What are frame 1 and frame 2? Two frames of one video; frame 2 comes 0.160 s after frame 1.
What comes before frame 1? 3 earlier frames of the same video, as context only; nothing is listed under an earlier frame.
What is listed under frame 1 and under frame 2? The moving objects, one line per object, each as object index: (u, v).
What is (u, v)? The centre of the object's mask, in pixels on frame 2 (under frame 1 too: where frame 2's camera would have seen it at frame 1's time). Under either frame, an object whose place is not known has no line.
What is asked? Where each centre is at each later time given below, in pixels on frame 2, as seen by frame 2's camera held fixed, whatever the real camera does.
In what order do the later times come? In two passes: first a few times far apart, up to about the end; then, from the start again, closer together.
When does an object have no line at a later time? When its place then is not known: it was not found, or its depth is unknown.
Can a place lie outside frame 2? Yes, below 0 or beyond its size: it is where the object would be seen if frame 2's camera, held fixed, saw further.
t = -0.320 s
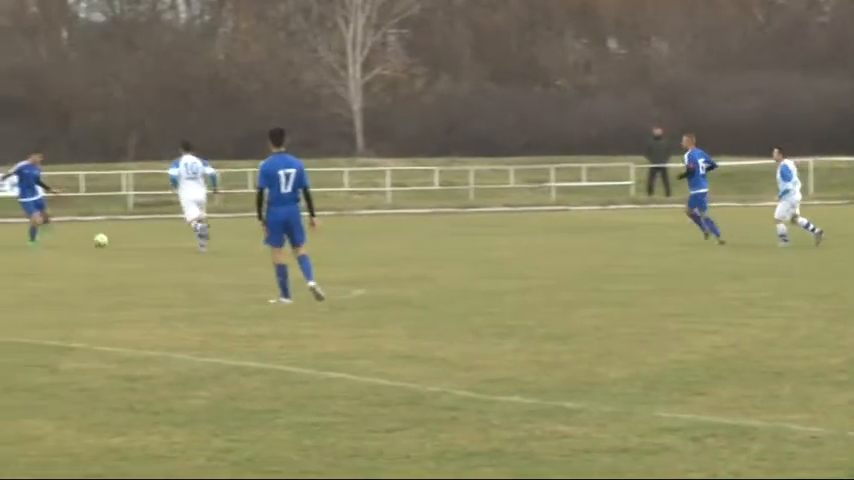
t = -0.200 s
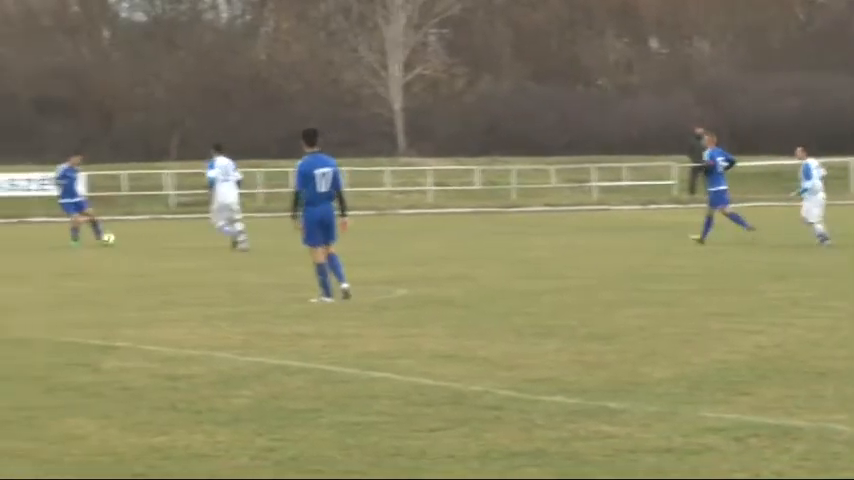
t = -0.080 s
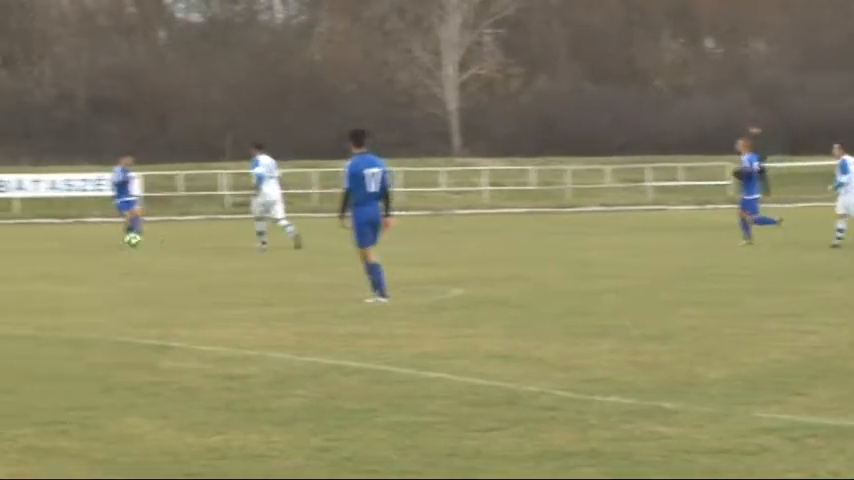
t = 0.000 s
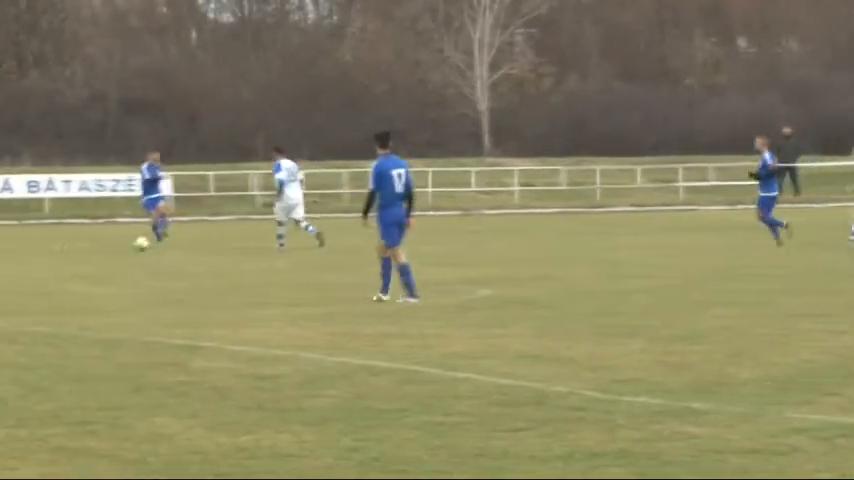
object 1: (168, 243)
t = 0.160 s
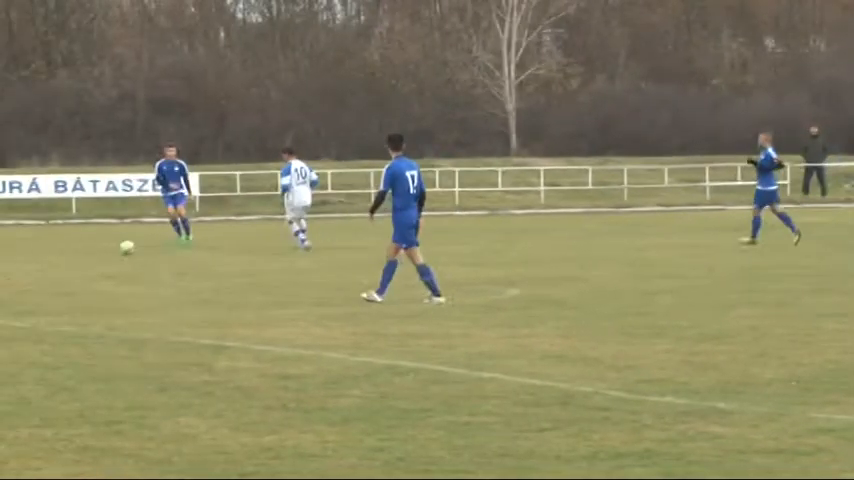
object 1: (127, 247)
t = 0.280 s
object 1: (96, 249)
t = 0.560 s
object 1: (33, 253)
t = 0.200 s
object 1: (116, 249)
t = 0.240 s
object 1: (107, 249)
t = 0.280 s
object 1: (96, 249)
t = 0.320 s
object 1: (87, 250)
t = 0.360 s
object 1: (78, 252)
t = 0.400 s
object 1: (68, 252)
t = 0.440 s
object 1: (59, 252)
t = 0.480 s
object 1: (50, 253)
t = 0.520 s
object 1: (41, 254)
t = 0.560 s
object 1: (33, 253)
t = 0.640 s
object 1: (15, 254)
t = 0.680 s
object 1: (6, 255)
